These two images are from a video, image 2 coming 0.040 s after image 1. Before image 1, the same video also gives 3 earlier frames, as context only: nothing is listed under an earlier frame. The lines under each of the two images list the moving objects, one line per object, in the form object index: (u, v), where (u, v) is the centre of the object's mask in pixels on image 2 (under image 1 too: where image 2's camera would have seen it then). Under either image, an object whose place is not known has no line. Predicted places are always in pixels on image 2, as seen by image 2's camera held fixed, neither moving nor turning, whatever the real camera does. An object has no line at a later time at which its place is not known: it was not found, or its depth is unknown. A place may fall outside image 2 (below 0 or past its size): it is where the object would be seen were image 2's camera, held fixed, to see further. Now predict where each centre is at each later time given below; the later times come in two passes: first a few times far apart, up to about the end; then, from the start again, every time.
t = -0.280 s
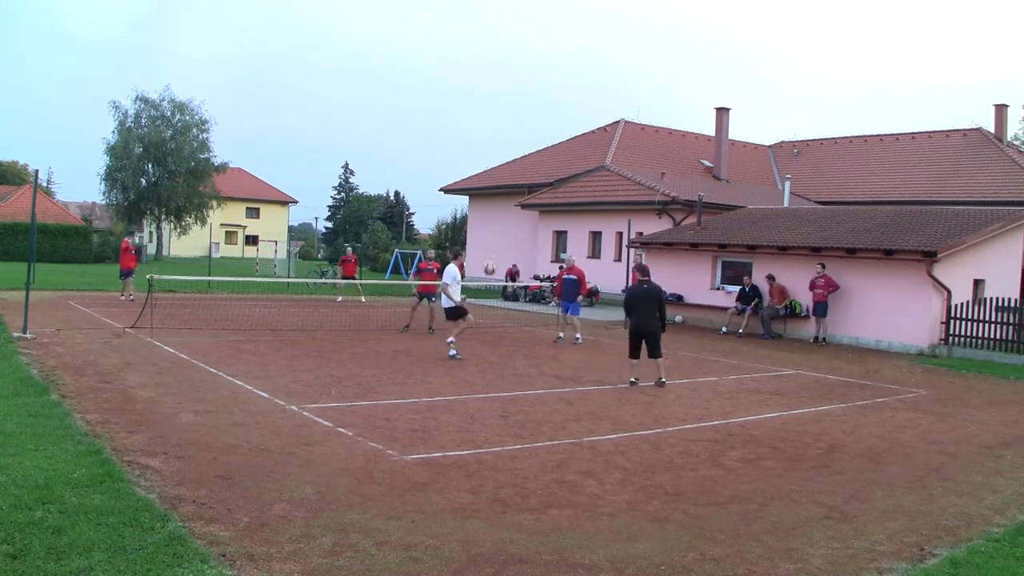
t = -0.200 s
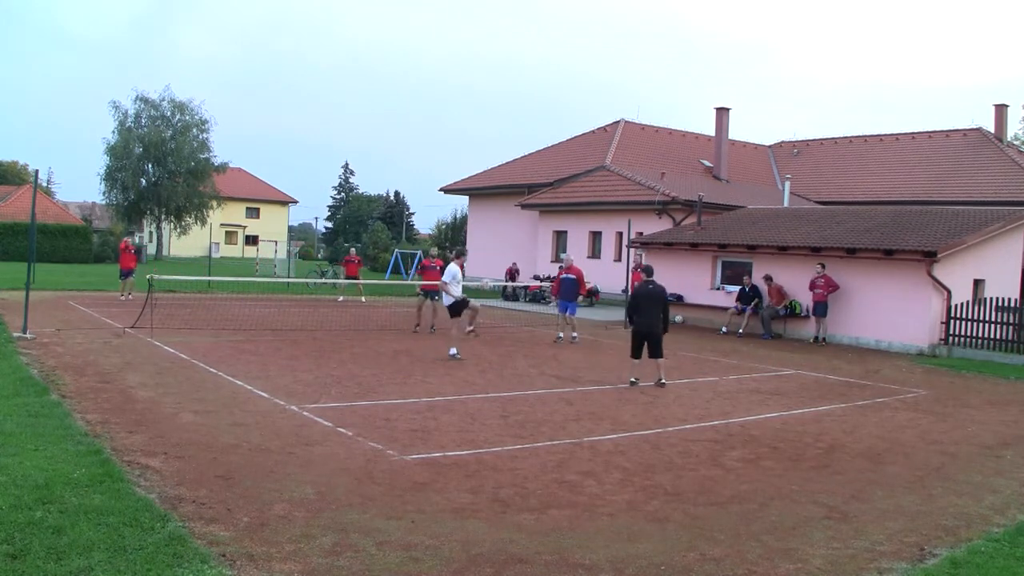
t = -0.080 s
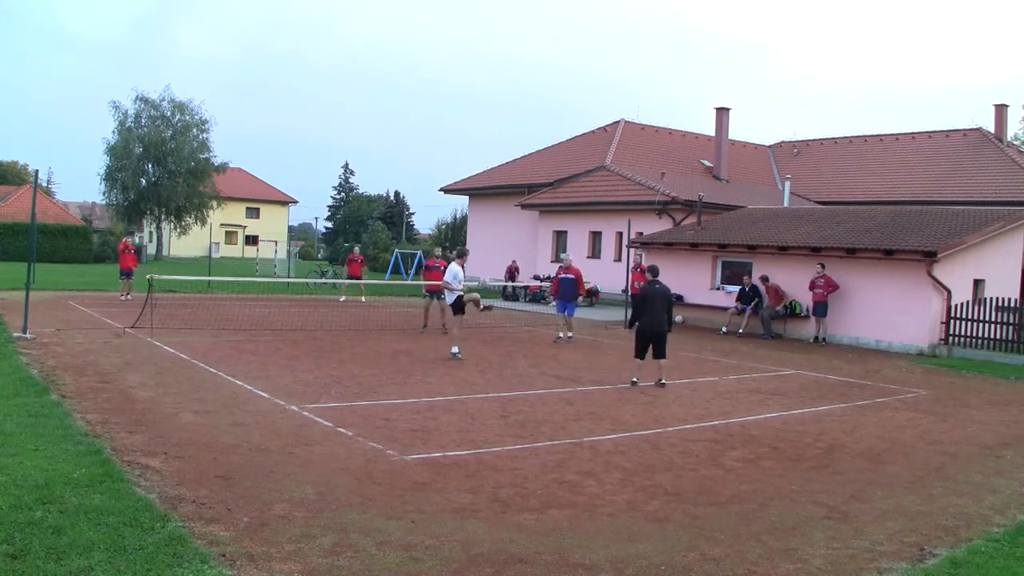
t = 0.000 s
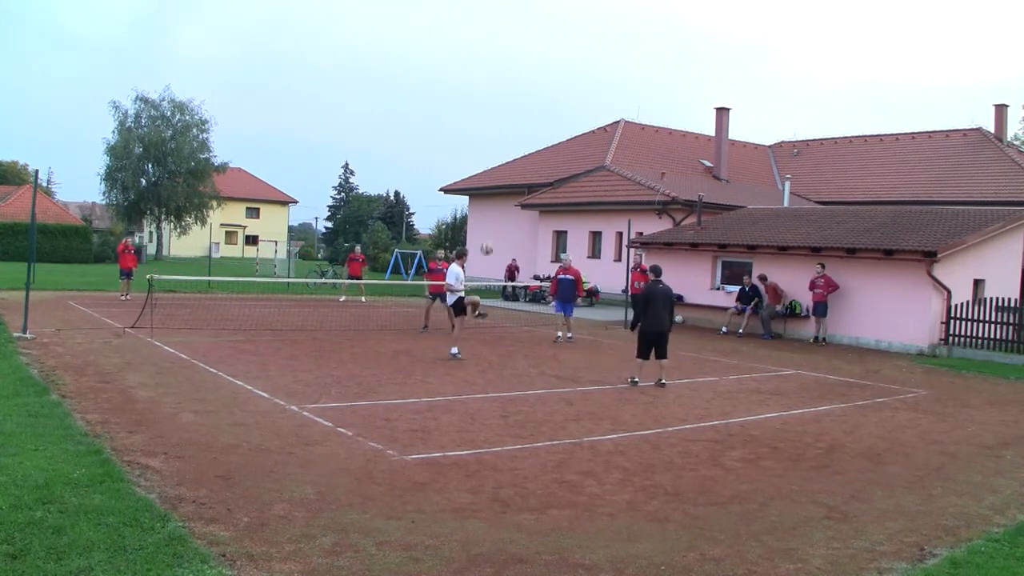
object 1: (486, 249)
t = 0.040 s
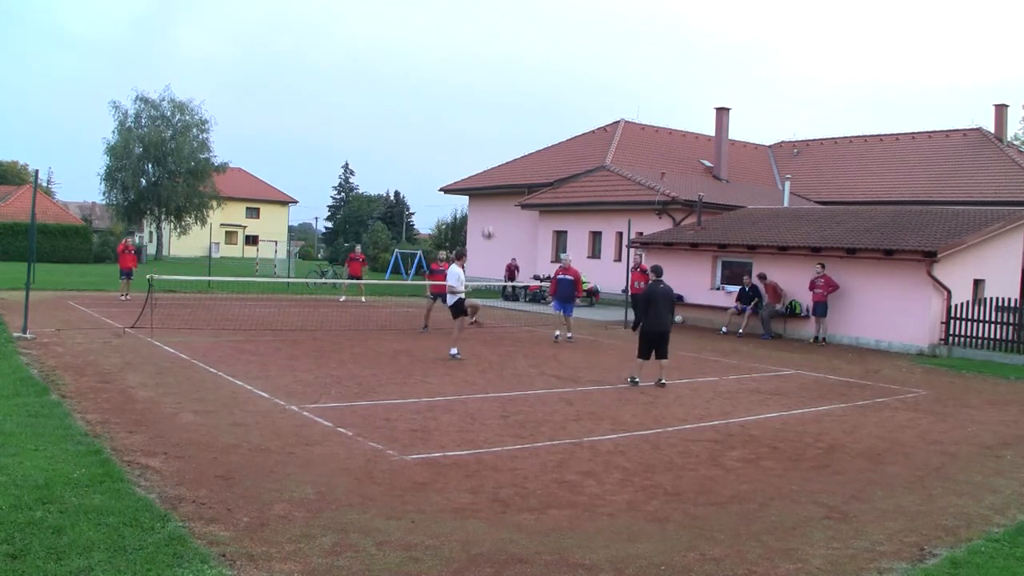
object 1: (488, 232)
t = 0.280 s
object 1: (495, 161)
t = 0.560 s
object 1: (502, 124)
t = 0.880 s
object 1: (508, 136)
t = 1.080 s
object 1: (511, 171)
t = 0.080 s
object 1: (489, 217)
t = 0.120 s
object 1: (491, 203)
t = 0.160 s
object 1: (491, 191)
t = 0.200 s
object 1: (492, 179)
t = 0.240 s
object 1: (494, 170)
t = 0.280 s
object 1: (495, 161)
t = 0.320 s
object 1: (496, 153)
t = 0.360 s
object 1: (497, 146)
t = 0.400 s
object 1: (498, 139)
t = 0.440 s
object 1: (499, 134)
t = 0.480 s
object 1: (500, 130)
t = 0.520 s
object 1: (501, 126)
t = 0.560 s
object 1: (502, 124)
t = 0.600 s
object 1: (502, 122)
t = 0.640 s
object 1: (503, 121)
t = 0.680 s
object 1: (504, 121)
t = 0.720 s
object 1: (505, 123)
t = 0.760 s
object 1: (506, 125)
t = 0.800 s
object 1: (506, 128)
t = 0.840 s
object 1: (507, 131)
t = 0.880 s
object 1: (508, 136)
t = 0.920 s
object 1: (508, 141)
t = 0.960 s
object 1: (509, 147)
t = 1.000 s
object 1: (509, 154)
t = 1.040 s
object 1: (510, 162)
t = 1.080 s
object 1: (511, 171)
